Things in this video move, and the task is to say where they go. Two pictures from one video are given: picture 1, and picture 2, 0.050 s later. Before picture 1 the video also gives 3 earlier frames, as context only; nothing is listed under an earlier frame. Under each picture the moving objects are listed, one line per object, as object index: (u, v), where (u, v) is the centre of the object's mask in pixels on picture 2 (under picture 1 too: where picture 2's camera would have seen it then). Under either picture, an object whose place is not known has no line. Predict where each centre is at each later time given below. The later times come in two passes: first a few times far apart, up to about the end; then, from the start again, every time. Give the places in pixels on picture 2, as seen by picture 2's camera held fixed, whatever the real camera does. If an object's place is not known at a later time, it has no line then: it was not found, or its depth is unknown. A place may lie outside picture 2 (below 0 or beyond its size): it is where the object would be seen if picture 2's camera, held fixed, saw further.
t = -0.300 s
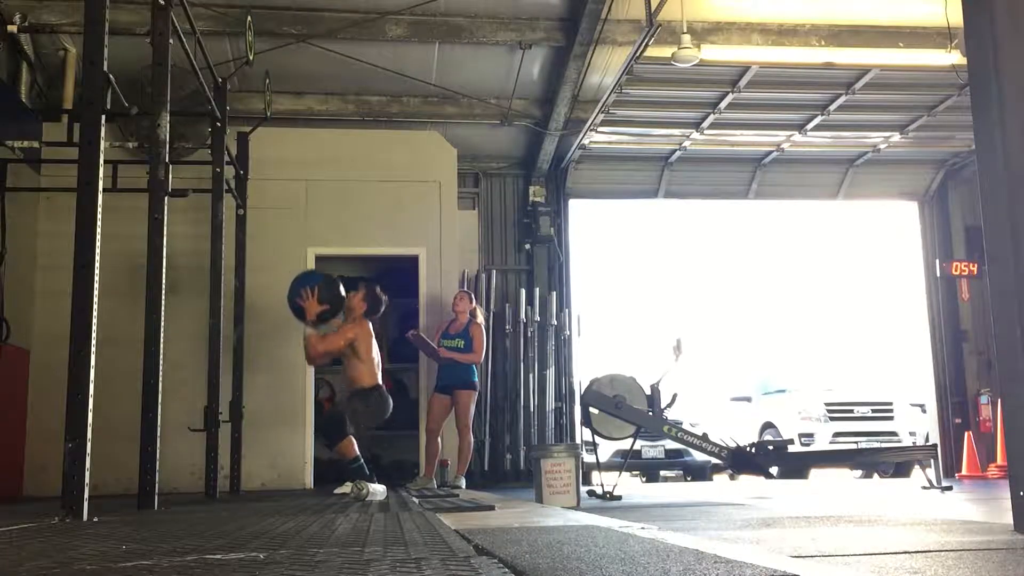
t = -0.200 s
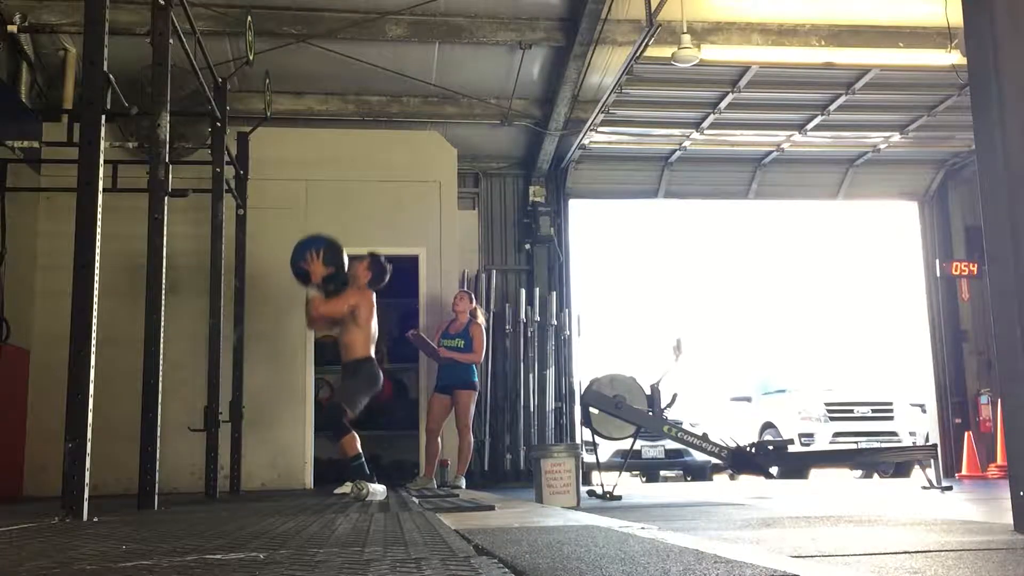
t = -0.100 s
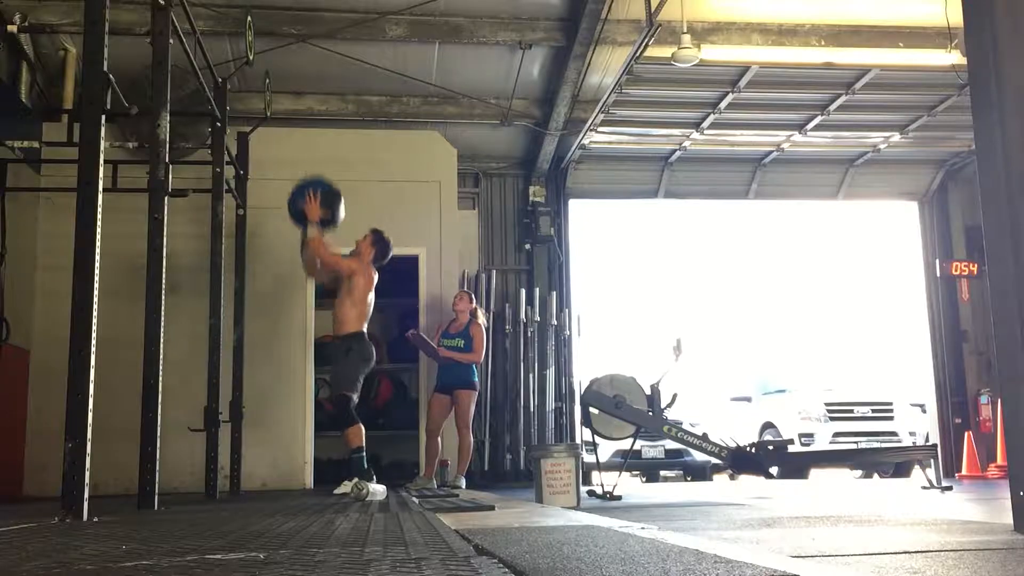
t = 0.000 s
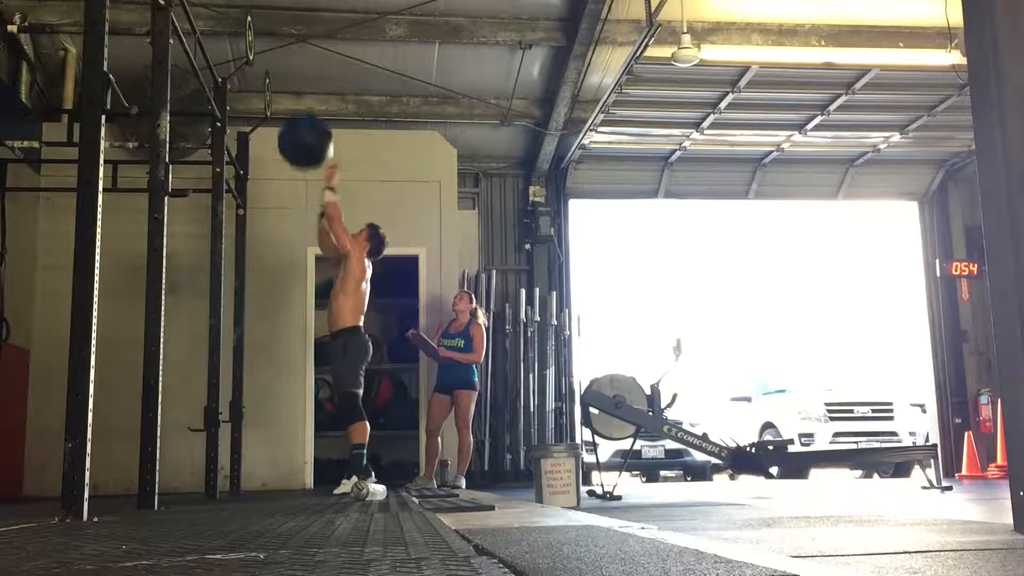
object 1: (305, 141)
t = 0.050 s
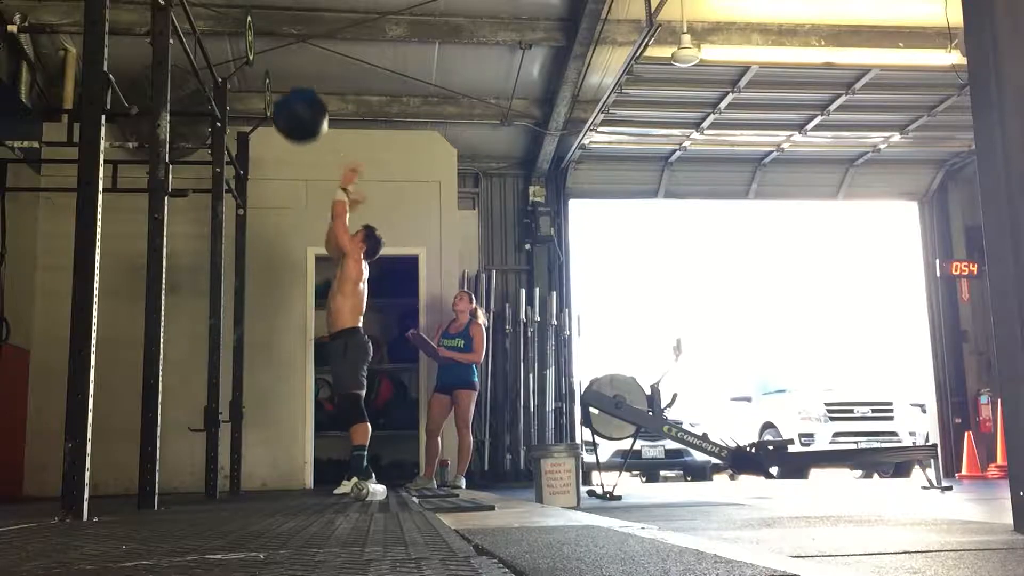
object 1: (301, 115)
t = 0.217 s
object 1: (283, 54)
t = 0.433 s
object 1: (281, 37)
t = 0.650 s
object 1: (297, 86)
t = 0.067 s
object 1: (299, 107)
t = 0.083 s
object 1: (298, 100)
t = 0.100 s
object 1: (295, 92)
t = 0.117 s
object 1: (293, 85)
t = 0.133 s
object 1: (292, 79)
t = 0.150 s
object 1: (290, 74)
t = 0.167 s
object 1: (288, 68)
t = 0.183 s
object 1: (287, 63)
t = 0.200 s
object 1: (285, 58)
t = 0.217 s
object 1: (283, 54)
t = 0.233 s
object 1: (281, 50)
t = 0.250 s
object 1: (280, 46)
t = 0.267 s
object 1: (278, 44)
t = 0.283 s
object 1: (276, 41)
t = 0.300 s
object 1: (275, 39)
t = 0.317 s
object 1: (275, 38)
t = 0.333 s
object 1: (275, 37)
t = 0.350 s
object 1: (276, 36)
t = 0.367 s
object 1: (276, 36)
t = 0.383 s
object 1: (278, 36)
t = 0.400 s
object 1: (279, 36)
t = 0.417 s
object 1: (280, 36)
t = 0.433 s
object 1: (281, 37)
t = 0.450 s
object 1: (281, 39)
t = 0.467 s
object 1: (282, 40)
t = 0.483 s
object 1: (284, 43)
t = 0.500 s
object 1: (285, 46)
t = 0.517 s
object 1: (287, 48)
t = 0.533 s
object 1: (288, 52)
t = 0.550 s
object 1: (289, 56)
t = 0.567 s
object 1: (290, 59)
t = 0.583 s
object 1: (292, 63)
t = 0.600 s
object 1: (293, 68)
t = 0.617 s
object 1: (294, 74)
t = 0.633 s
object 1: (295, 80)
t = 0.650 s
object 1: (297, 86)
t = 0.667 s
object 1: (298, 91)
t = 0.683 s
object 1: (299, 98)
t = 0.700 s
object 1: (300, 106)
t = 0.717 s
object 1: (301, 114)
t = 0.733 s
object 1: (302, 122)
